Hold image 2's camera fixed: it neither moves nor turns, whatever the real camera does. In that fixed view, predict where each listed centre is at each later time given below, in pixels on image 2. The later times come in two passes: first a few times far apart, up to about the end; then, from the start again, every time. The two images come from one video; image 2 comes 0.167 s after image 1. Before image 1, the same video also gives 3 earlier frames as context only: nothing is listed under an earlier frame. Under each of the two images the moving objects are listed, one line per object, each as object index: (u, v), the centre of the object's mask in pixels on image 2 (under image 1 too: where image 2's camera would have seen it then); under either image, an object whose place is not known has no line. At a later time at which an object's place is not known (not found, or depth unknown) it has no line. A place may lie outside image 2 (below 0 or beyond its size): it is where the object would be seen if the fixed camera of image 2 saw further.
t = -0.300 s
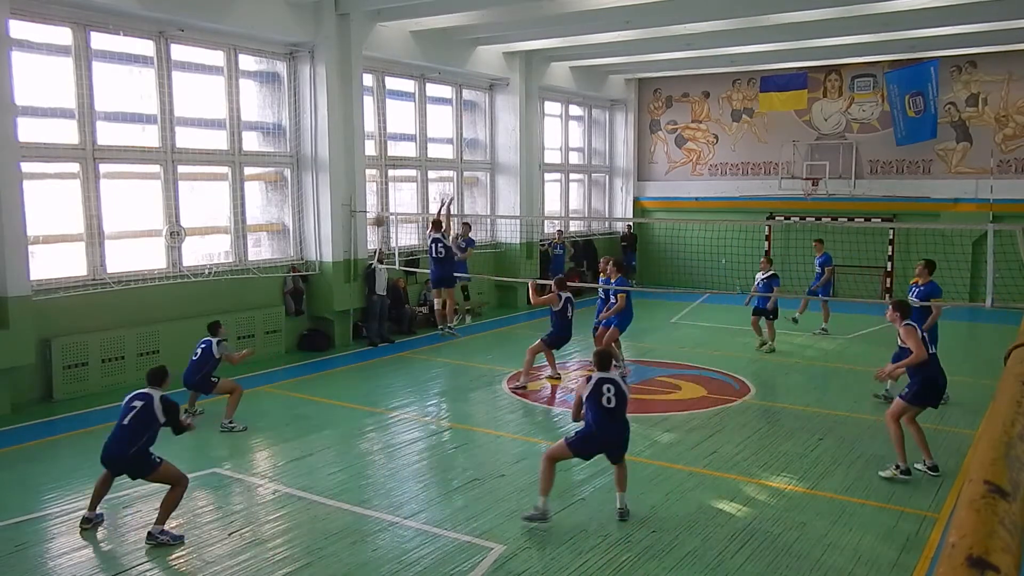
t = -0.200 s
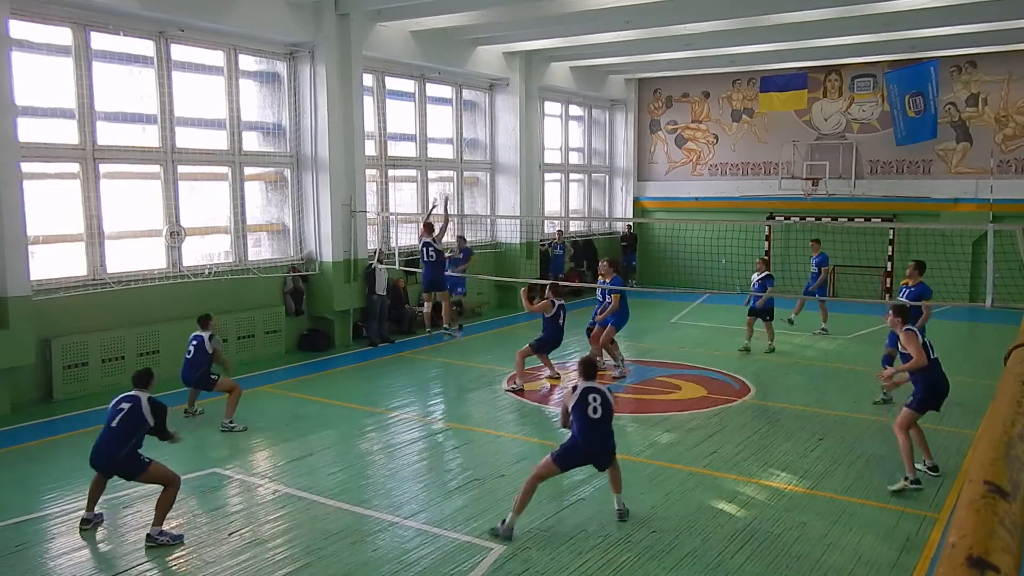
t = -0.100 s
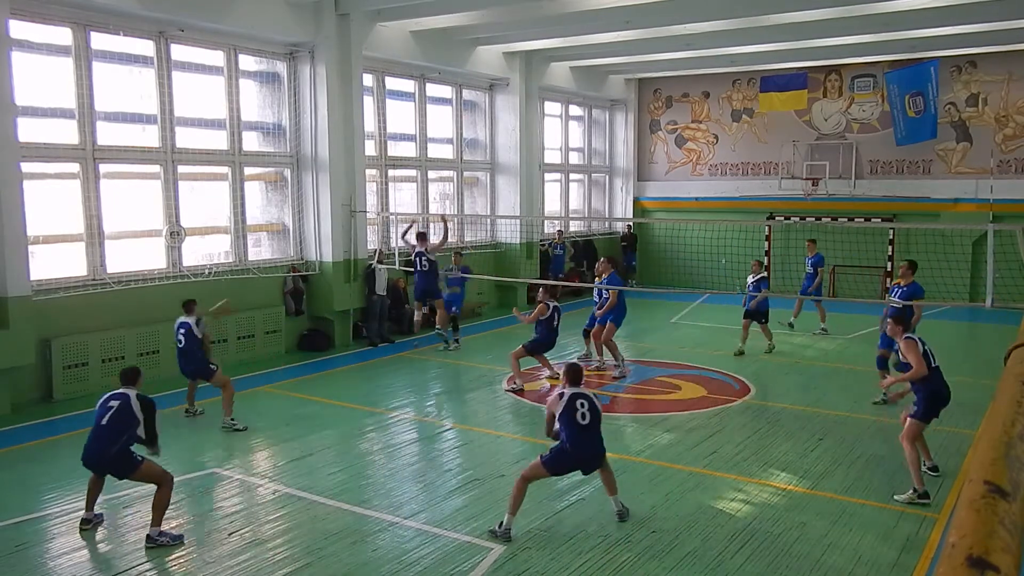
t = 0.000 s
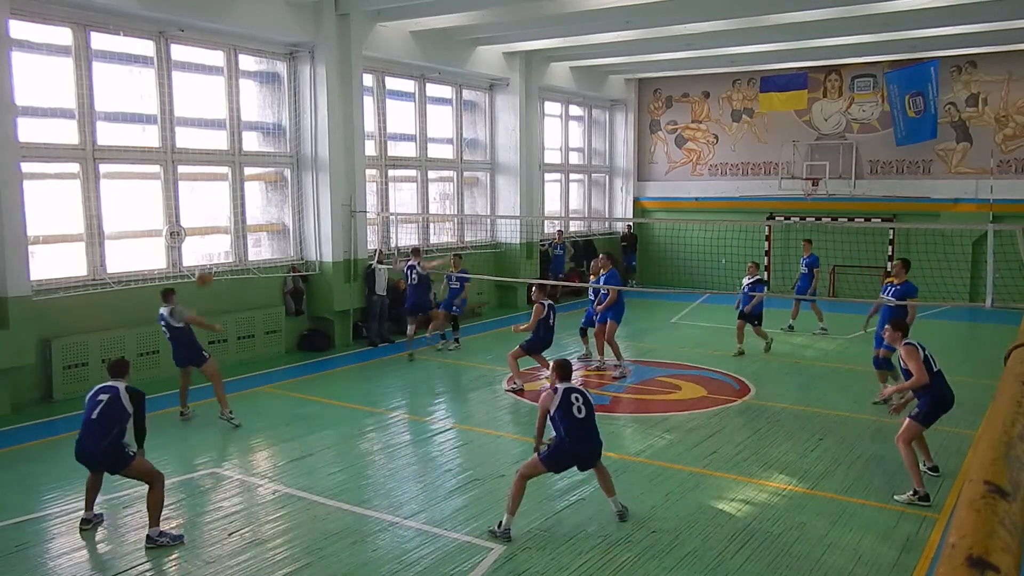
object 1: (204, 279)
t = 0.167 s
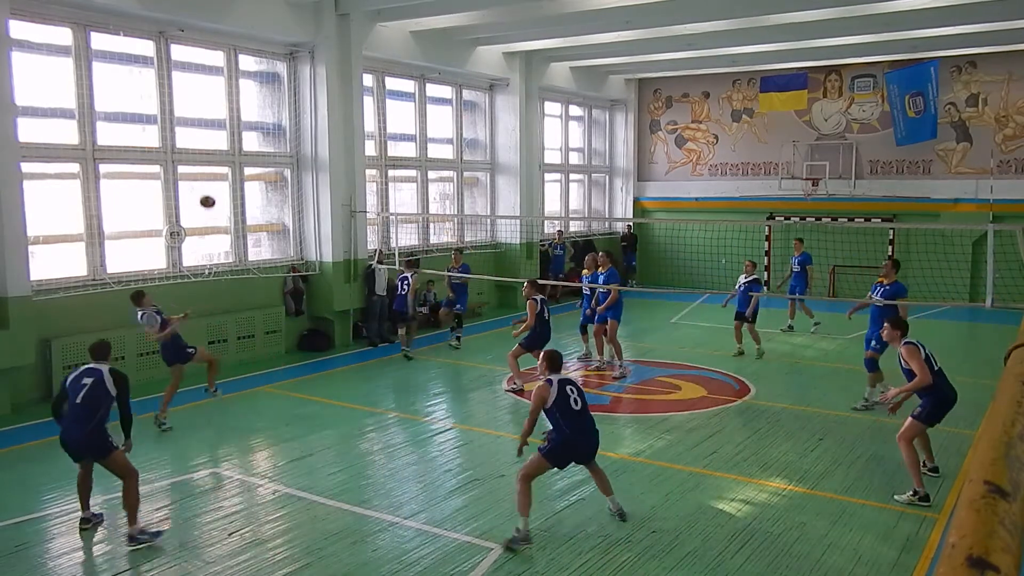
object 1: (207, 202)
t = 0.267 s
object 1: (209, 169)
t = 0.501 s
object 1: (214, 126)
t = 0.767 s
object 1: (219, 126)
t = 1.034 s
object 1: (230, 165)
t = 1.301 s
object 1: (273, 211)
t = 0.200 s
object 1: (208, 190)
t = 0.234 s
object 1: (209, 179)
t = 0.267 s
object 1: (209, 169)
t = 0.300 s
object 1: (210, 160)
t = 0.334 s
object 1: (211, 153)
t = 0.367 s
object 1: (211, 146)
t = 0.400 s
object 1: (212, 140)
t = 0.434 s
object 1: (212, 134)
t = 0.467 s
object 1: (213, 130)
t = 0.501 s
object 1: (214, 126)
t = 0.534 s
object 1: (215, 124)
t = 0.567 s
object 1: (215, 123)
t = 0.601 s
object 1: (216, 122)
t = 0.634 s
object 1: (217, 121)
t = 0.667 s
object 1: (217, 122)
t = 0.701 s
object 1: (218, 123)
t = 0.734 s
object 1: (219, 124)
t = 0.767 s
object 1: (219, 126)
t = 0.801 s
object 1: (220, 130)
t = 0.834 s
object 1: (221, 134)
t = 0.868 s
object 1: (221, 139)
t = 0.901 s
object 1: (222, 145)
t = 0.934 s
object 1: (223, 150)
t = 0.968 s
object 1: (224, 156)
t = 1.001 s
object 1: (226, 161)
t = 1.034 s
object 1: (230, 165)
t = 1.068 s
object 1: (235, 169)
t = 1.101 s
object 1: (240, 173)
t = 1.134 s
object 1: (246, 177)
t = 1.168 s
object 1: (251, 182)
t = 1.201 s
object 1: (257, 189)
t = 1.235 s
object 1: (262, 195)
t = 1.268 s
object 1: (267, 203)
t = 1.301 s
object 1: (273, 211)
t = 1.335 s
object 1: (279, 220)
